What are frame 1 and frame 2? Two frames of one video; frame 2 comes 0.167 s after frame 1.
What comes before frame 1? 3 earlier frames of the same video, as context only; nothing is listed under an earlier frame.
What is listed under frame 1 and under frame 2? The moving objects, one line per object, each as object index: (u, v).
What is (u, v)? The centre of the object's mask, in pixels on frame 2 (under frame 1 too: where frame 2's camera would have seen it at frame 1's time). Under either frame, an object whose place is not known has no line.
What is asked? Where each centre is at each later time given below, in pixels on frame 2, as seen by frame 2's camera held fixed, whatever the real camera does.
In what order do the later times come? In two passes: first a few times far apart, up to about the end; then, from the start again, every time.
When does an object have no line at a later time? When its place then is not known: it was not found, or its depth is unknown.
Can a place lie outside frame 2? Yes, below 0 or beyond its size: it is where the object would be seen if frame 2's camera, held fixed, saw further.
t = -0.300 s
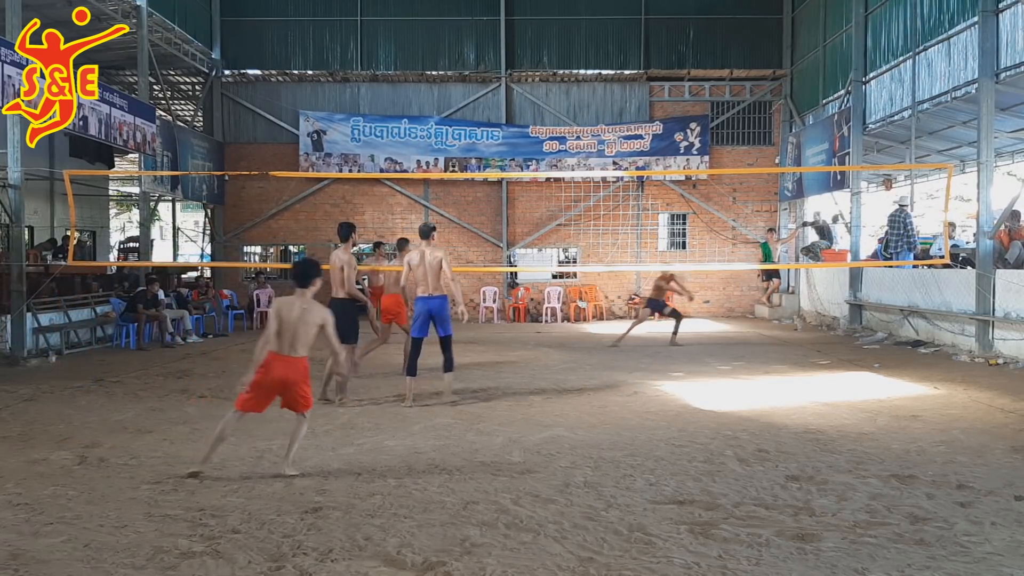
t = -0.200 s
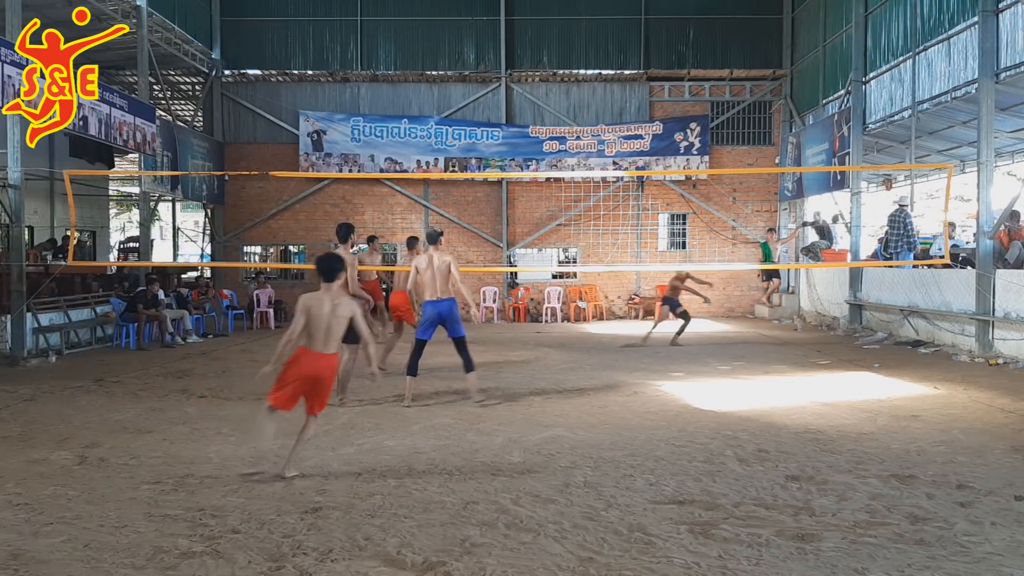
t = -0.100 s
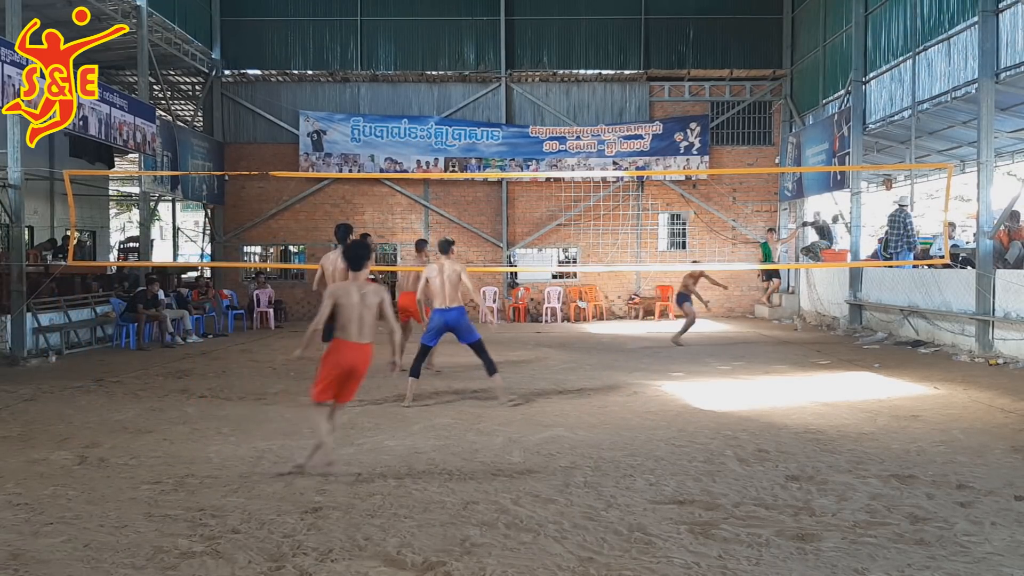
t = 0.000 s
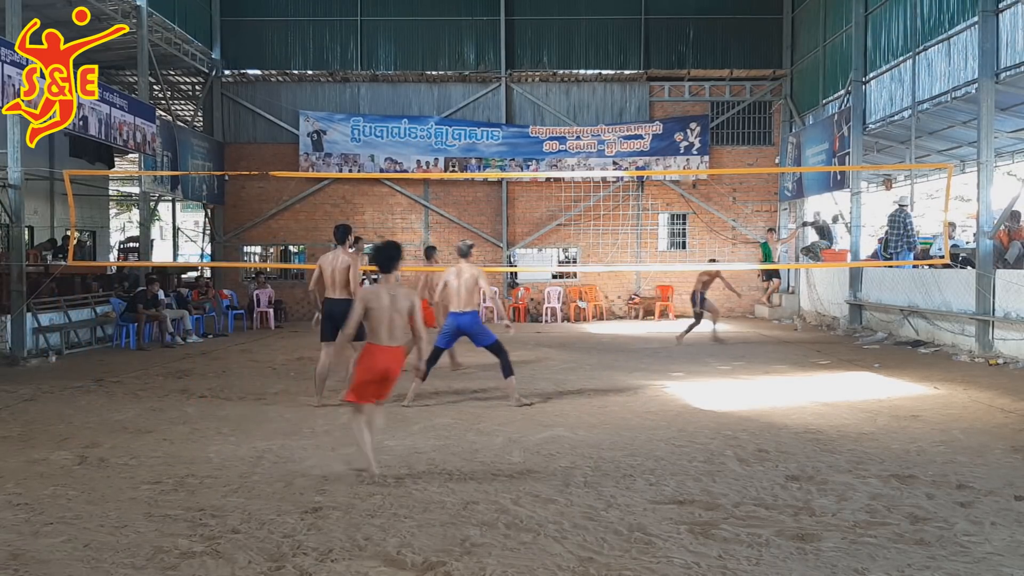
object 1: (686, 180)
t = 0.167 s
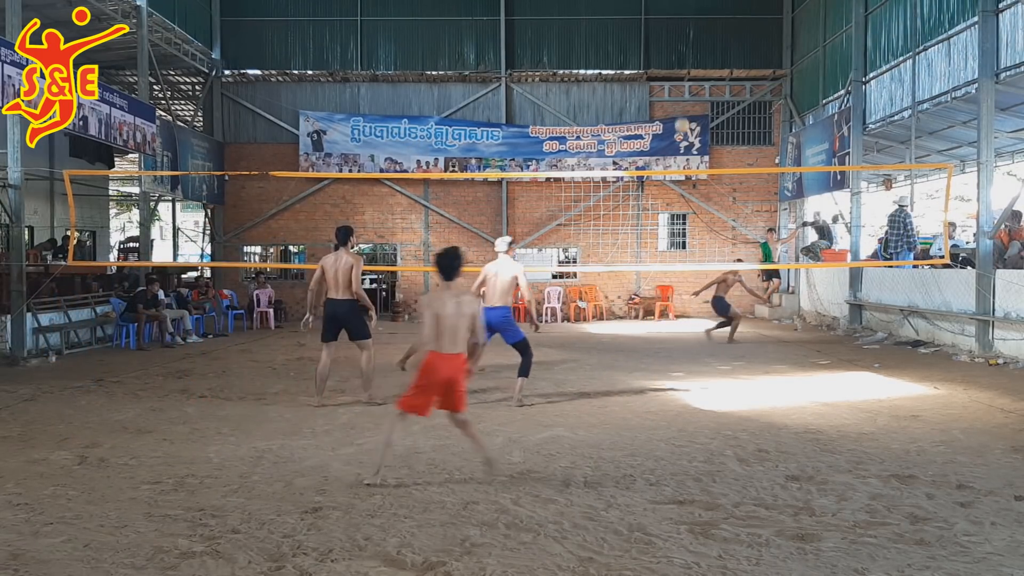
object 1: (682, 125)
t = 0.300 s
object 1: (678, 94)
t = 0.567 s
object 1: (670, 66)
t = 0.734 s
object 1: (663, 71)
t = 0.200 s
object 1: (681, 117)
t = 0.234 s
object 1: (680, 109)
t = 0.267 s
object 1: (679, 102)
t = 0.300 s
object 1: (678, 94)
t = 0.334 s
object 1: (677, 89)
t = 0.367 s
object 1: (676, 83)
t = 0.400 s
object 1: (675, 78)
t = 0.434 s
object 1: (674, 74)
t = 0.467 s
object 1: (673, 71)
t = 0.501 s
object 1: (672, 69)
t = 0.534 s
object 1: (671, 67)
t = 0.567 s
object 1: (670, 66)
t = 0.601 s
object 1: (668, 65)
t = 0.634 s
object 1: (667, 65)
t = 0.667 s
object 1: (666, 67)
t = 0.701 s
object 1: (665, 68)
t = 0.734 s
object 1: (663, 71)
